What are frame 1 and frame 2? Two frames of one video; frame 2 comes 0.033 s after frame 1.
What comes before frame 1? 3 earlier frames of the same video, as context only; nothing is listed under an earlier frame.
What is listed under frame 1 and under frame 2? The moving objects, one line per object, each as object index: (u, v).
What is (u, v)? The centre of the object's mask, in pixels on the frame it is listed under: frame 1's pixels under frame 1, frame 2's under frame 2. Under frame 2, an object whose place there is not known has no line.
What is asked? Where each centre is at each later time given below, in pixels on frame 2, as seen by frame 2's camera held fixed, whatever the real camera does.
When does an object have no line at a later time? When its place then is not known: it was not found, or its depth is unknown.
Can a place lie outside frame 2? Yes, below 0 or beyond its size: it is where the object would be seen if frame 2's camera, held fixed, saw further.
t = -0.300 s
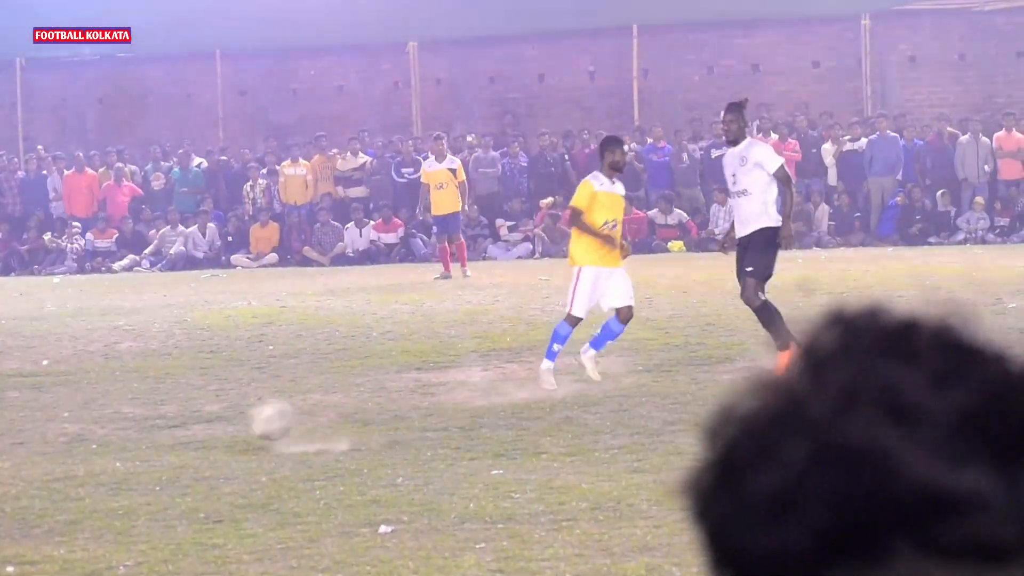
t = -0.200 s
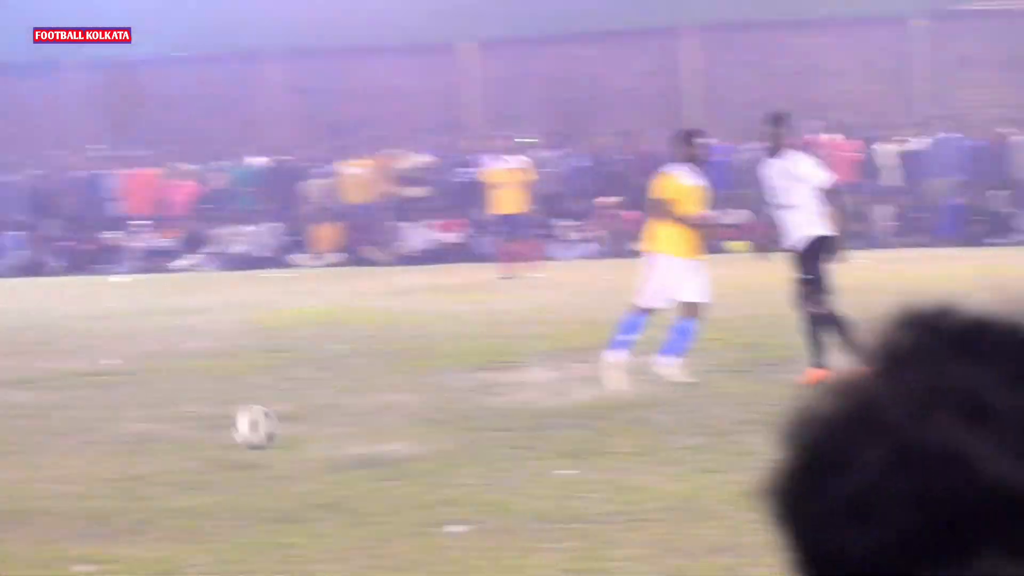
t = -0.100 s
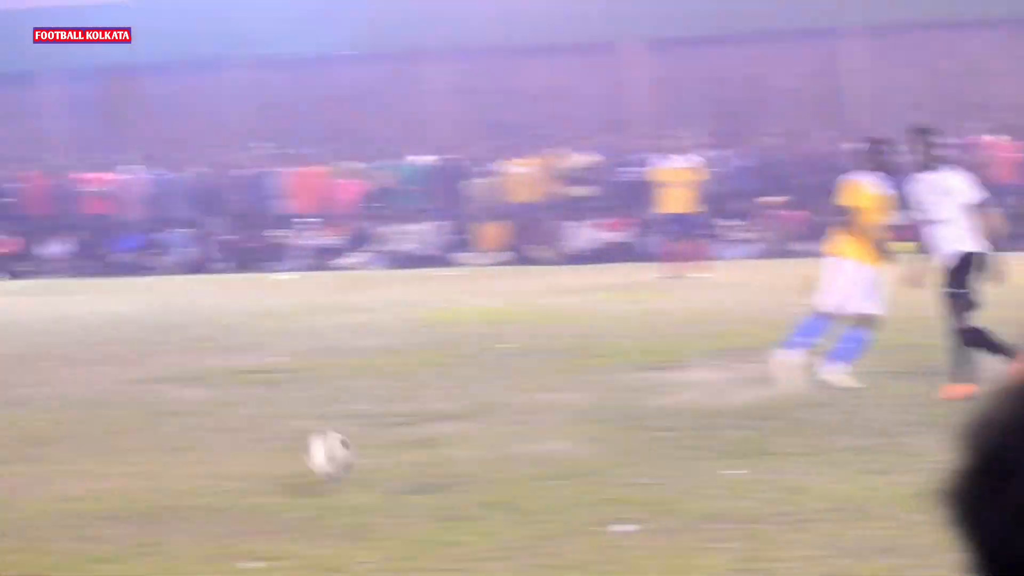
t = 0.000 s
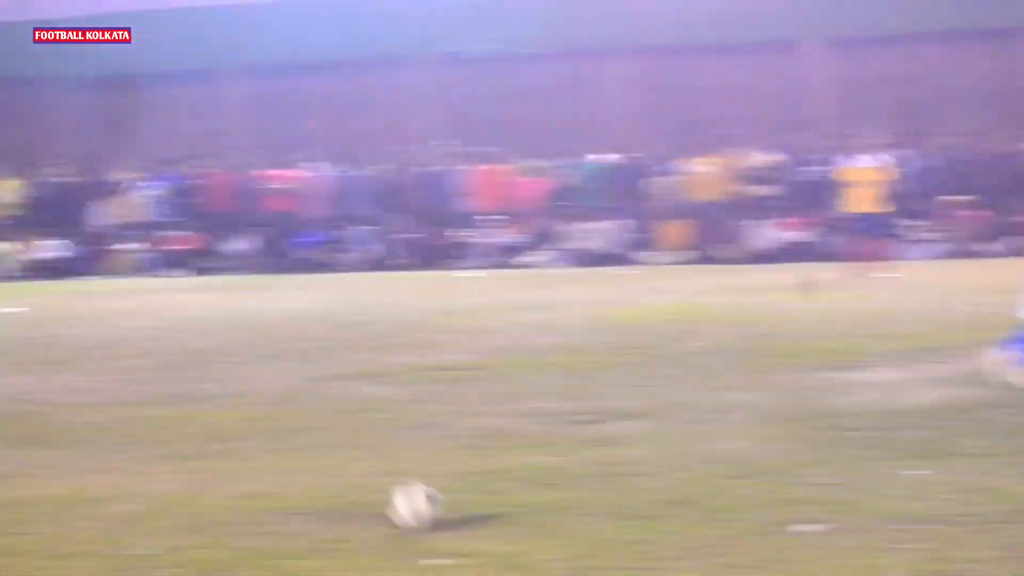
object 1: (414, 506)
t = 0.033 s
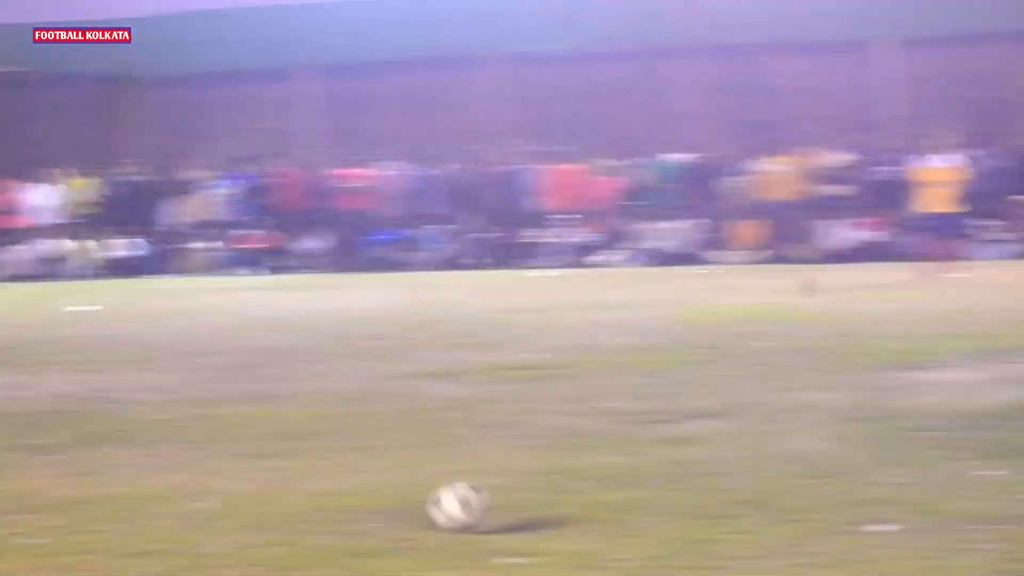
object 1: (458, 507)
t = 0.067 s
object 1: (430, 506)
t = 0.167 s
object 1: (343, 519)
